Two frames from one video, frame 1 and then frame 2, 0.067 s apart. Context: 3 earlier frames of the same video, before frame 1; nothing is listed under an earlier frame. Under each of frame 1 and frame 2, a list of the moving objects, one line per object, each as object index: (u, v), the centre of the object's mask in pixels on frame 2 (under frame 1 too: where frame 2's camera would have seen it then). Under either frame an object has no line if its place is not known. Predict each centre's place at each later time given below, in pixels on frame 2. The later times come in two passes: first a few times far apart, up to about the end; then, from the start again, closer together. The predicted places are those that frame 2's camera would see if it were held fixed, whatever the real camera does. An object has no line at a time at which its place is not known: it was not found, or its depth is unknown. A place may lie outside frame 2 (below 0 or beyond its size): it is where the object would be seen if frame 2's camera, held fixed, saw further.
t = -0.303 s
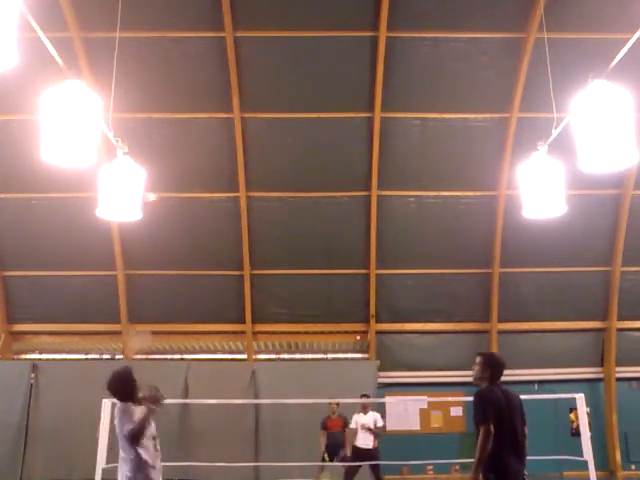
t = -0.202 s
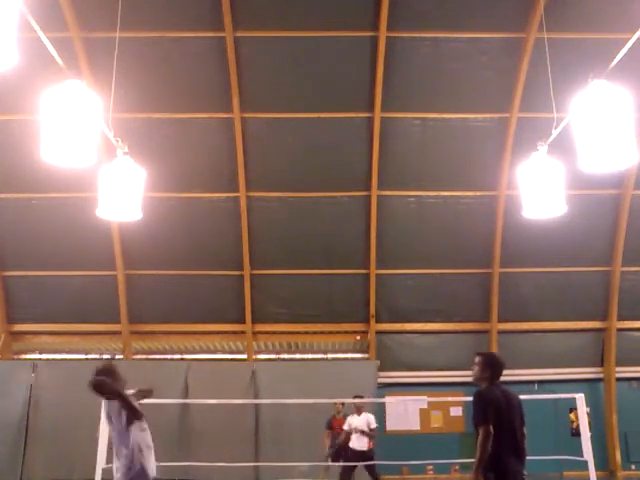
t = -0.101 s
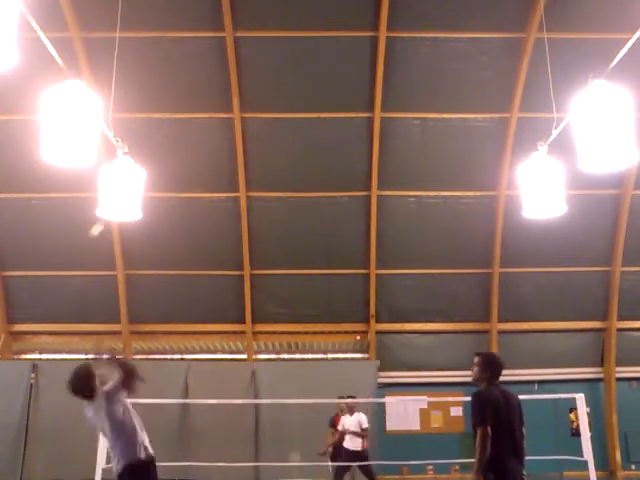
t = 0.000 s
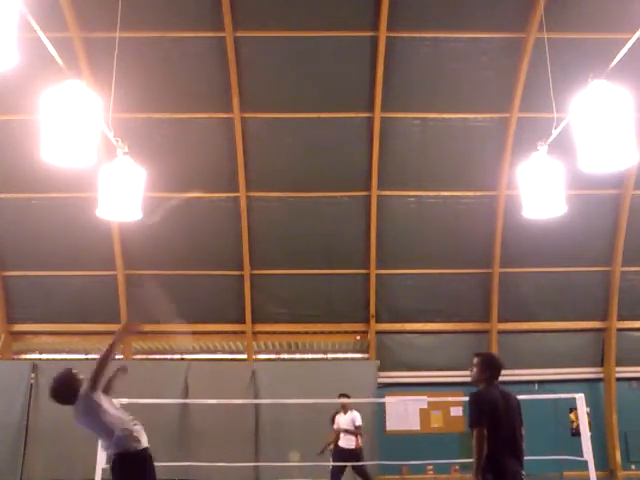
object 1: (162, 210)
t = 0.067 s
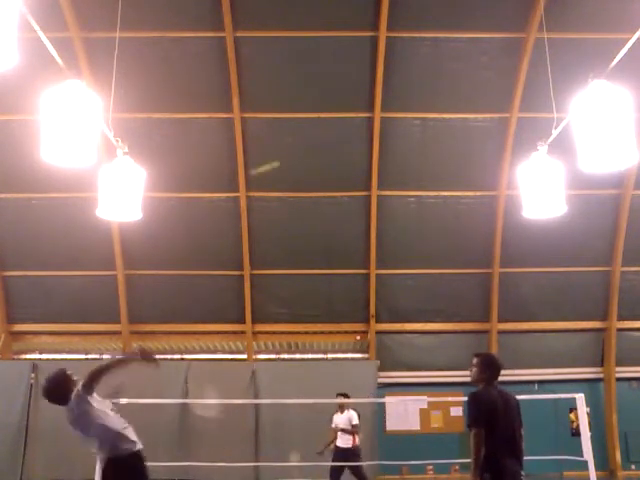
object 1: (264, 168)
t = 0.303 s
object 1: (367, 144)
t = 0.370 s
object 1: (381, 146)
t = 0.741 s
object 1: (426, 187)
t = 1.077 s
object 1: (452, 257)
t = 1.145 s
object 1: (456, 273)
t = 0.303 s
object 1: (367, 144)
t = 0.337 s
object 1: (375, 145)
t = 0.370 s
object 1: (381, 146)
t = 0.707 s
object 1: (423, 182)
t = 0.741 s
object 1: (426, 187)
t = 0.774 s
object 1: (428, 193)
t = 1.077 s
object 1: (452, 257)
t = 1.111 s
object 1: (453, 264)
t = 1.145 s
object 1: (456, 273)
